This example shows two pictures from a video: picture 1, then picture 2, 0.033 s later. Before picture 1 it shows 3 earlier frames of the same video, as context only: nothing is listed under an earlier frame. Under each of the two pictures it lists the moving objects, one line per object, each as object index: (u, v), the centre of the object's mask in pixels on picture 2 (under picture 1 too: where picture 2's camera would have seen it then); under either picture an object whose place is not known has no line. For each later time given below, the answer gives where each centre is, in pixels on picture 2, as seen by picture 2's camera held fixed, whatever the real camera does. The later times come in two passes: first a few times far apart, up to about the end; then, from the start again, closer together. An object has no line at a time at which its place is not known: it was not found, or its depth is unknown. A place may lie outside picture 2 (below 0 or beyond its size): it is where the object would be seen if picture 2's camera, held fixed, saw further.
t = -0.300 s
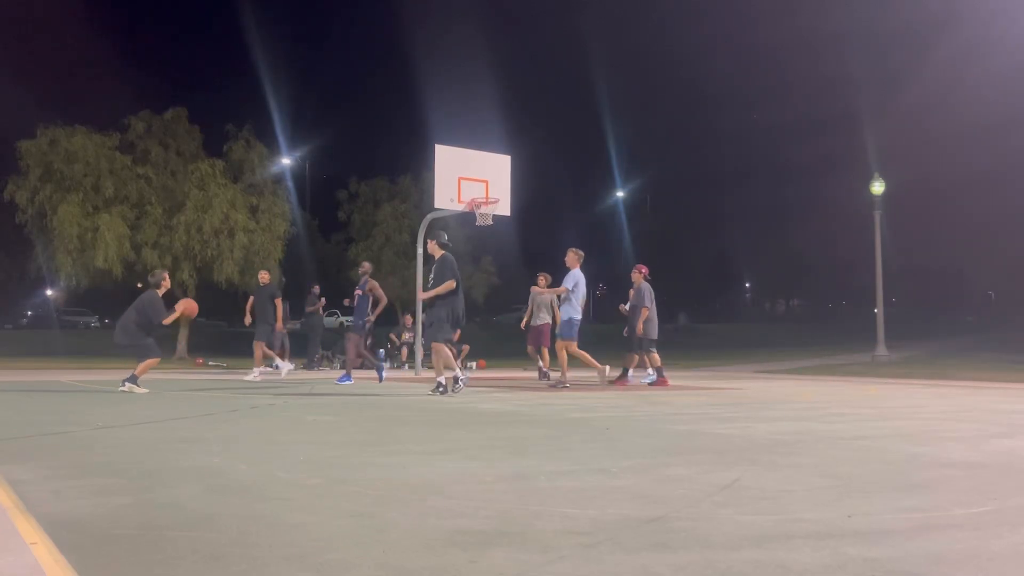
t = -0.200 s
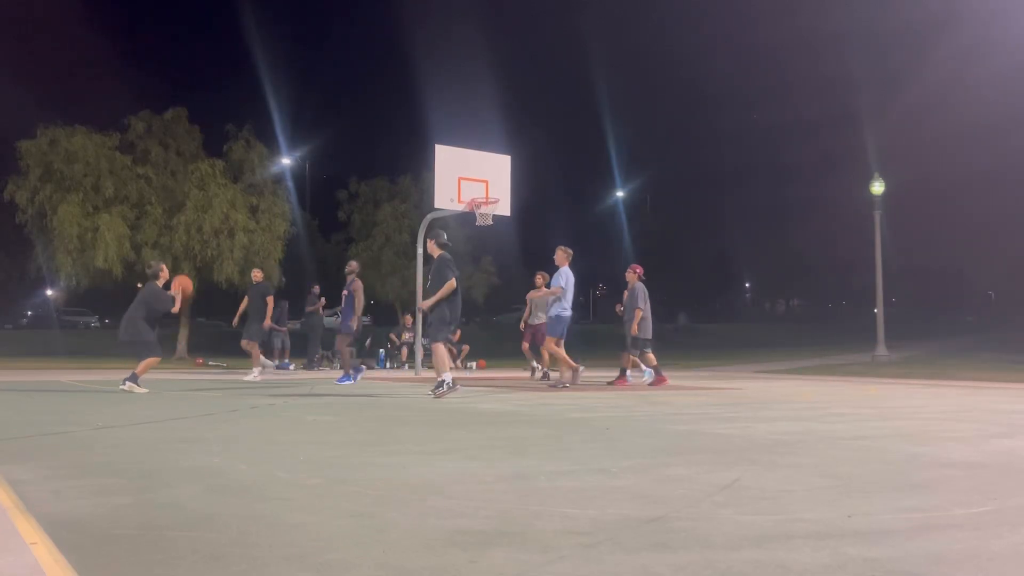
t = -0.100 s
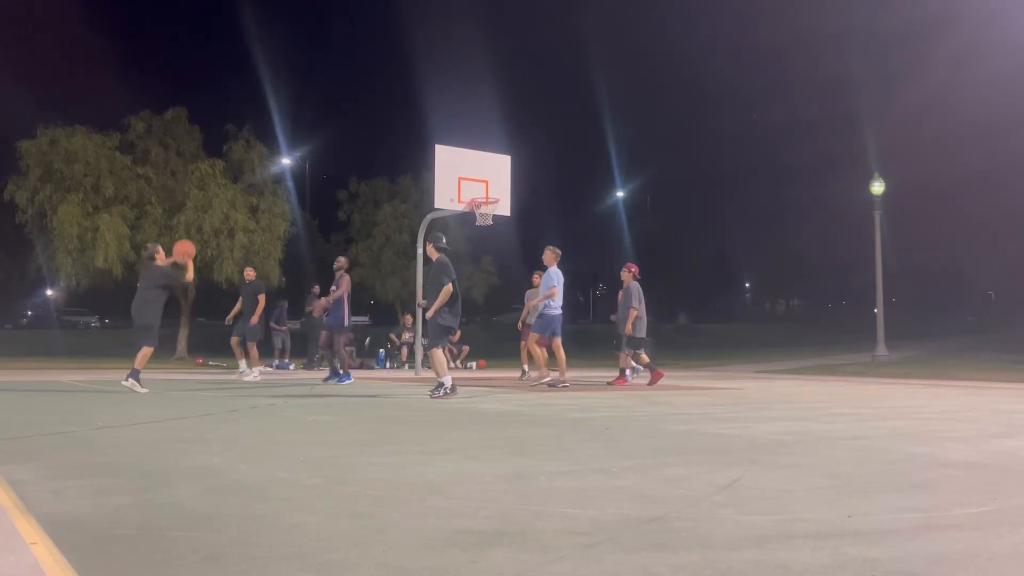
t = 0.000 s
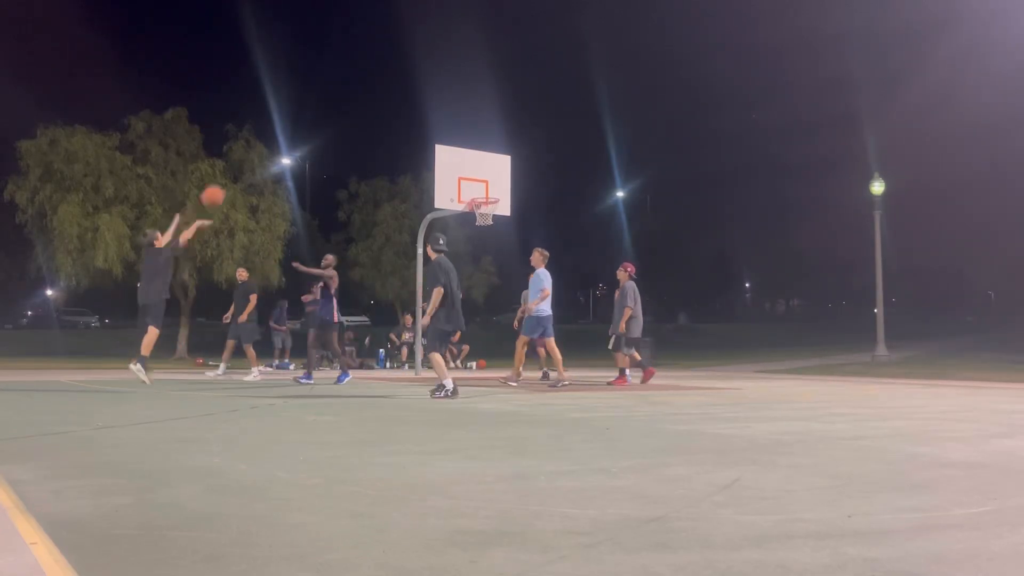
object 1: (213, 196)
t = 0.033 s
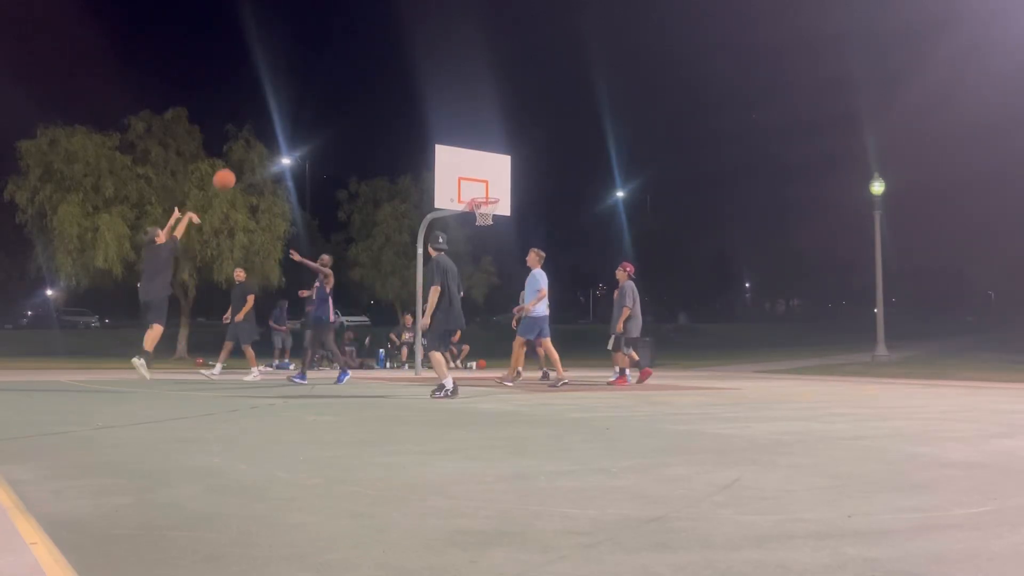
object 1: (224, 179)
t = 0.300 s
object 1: (302, 91)
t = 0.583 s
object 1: (368, 66)
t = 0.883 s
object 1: (424, 98)
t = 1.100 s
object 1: (459, 150)
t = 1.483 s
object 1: (499, 239)
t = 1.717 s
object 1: (514, 293)
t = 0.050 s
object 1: (230, 171)
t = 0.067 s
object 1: (235, 165)
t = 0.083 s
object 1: (240, 157)
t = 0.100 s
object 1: (246, 150)
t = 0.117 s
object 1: (251, 143)
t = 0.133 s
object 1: (256, 138)
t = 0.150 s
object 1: (261, 132)
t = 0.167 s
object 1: (266, 126)
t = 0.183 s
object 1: (271, 121)
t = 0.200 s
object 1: (276, 116)
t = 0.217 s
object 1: (280, 111)
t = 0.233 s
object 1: (285, 106)
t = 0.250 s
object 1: (289, 102)
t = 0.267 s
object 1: (294, 98)
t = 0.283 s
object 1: (298, 94)
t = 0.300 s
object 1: (302, 91)
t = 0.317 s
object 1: (307, 87)
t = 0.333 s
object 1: (311, 85)
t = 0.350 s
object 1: (315, 82)
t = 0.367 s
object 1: (319, 79)
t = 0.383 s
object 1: (323, 77)
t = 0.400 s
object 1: (327, 75)
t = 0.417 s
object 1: (331, 73)
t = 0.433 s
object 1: (335, 72)
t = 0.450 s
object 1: (339, 70)
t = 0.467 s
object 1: (342, 69)
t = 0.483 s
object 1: (346, 68)
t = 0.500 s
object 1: (350, 67)
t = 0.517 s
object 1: (353, 67)
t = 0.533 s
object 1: (357, 66)
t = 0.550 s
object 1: (361, 66)
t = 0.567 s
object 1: (364, 66)
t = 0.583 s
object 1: (368, 66)
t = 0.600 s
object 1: (371, 66)
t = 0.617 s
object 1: (375, 67)
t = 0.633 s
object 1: (378, 67)
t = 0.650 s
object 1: (381, 68)
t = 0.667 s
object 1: (385, 69)
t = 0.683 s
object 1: (388, 71)
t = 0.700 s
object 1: (391, 72)
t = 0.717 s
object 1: (394, 74)
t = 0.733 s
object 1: (397, 76)
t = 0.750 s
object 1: (401, 77)
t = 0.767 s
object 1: (403, 80)
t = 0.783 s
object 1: (407, 82)
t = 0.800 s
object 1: (410, 84)
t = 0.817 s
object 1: (413, 86)
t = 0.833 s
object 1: (416, 89)
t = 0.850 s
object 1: (418, 92)
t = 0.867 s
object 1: (422, 95)
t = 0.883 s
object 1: (424, 98)
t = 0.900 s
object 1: (427, 101)
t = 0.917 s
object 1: (430, 105)
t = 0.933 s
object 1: (433, 108)
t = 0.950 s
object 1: (436, 112)
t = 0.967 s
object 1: (438, 116)
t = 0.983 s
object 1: (441, 120)
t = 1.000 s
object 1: (444, 124)
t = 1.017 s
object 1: (446, 128)
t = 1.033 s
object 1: (449, 132)
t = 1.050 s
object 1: (452, 137)
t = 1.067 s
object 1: (454, 140)
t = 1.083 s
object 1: (456, 145)
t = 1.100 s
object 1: (459, 150)
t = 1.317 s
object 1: (488, 218)
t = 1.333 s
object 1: (489, 218)
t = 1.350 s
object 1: (491, 221)
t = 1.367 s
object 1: (491, 222)
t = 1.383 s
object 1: (493, 224)
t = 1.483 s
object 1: (499, 239)
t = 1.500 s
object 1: (501, 242)
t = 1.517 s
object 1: (502, 245)
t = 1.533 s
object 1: (502, 248)
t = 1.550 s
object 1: (504, 252)
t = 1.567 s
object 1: (505, 255)
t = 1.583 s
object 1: (506, 259)
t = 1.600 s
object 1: (507, 263)
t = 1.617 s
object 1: (508, 267)
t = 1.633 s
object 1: (509, 271)
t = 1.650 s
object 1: (510, 275)
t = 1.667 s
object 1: (511, 279)
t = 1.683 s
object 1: (512, 284)
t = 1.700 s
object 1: (514, 289)
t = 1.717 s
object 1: (514, 293)
